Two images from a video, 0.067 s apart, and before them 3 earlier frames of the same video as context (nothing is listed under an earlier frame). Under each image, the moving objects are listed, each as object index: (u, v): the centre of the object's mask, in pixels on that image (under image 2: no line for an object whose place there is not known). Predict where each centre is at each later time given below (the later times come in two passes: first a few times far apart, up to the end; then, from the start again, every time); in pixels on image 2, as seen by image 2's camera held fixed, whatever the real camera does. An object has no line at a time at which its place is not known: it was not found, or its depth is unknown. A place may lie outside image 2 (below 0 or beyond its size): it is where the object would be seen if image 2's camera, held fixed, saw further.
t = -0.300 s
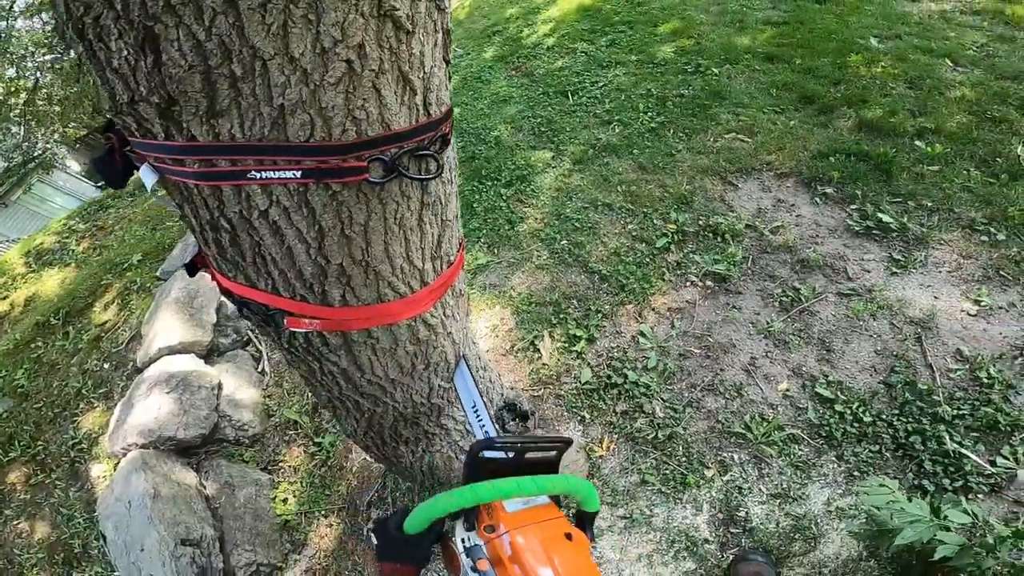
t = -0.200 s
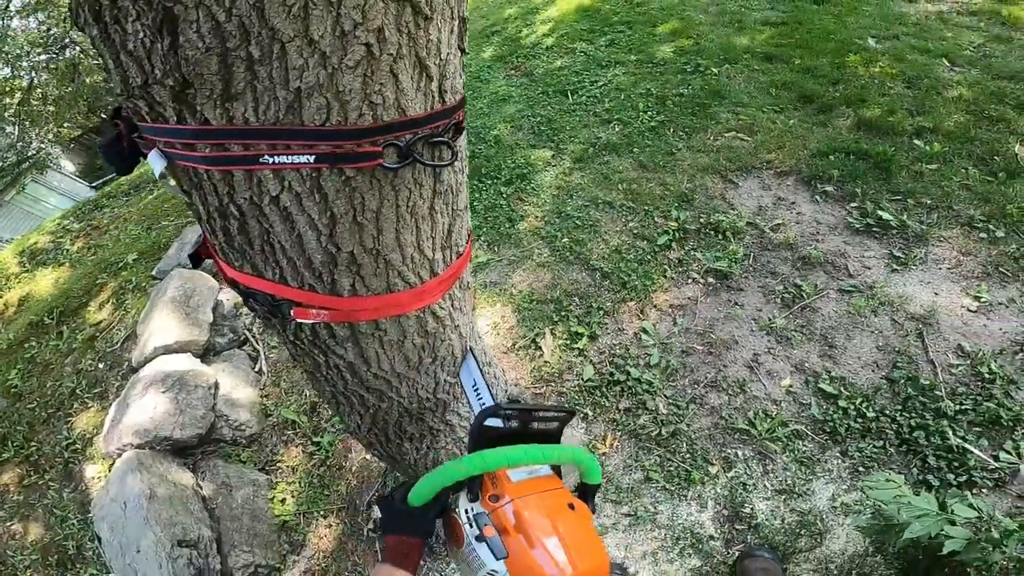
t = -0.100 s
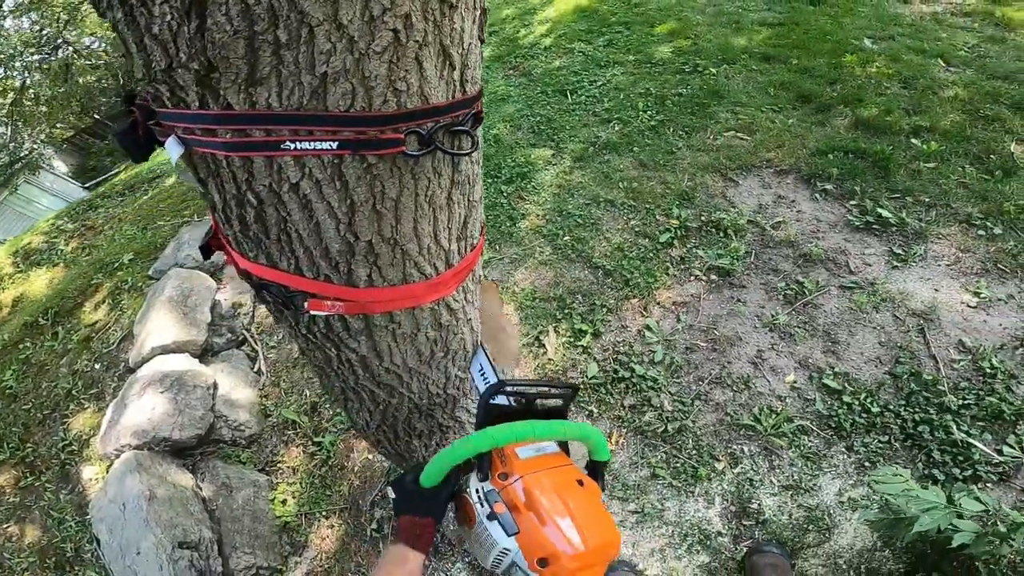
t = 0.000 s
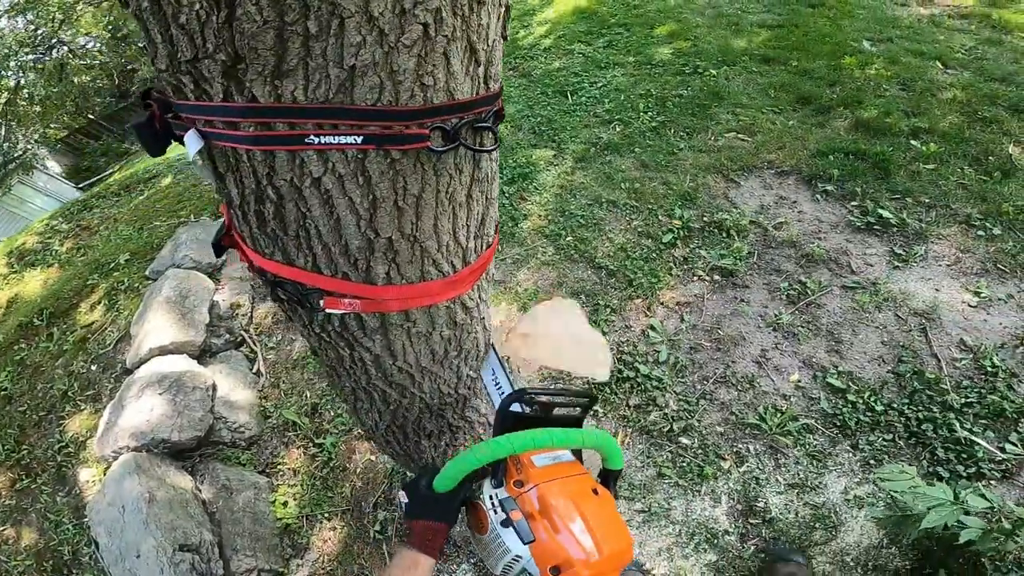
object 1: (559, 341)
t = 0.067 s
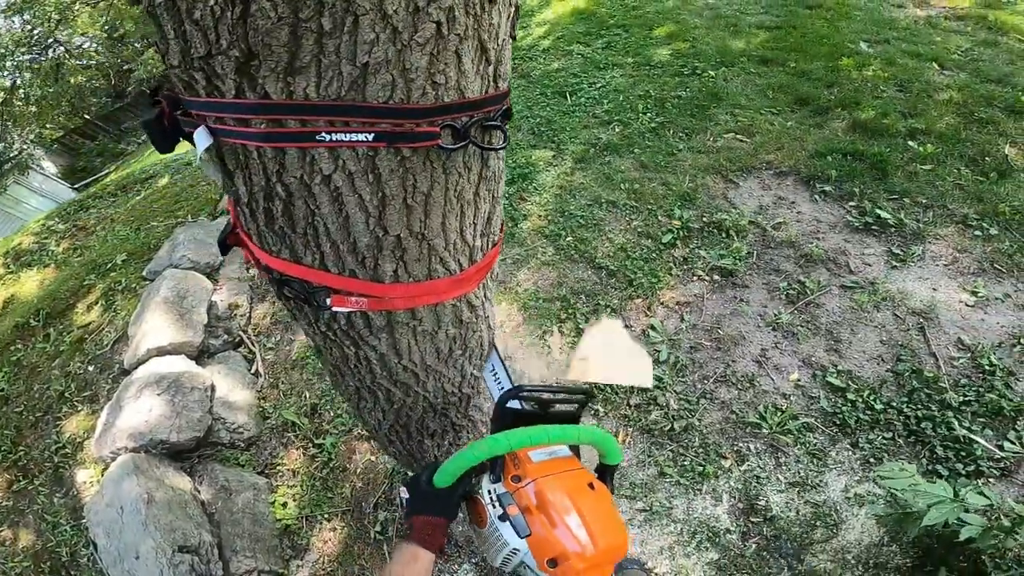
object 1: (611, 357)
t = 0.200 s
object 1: (691, 401)
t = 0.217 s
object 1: (698, 410)
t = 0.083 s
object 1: (622, 362)
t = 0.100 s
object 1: (634, 368)
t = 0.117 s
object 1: (645, 372)
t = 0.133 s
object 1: (655, 377)
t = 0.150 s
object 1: (661, 384)
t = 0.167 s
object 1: (671, 390)
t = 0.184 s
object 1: (681, 396)
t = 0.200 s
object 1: (691, 401)
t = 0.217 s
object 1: (698, 410)
